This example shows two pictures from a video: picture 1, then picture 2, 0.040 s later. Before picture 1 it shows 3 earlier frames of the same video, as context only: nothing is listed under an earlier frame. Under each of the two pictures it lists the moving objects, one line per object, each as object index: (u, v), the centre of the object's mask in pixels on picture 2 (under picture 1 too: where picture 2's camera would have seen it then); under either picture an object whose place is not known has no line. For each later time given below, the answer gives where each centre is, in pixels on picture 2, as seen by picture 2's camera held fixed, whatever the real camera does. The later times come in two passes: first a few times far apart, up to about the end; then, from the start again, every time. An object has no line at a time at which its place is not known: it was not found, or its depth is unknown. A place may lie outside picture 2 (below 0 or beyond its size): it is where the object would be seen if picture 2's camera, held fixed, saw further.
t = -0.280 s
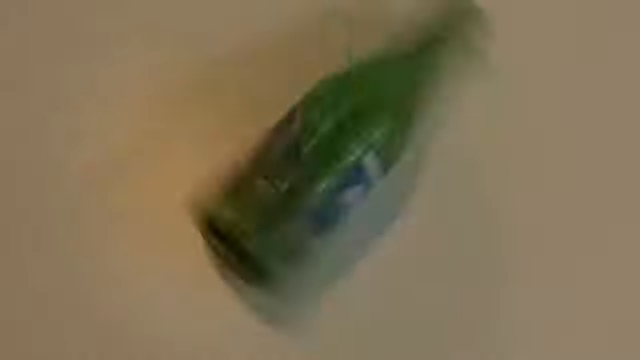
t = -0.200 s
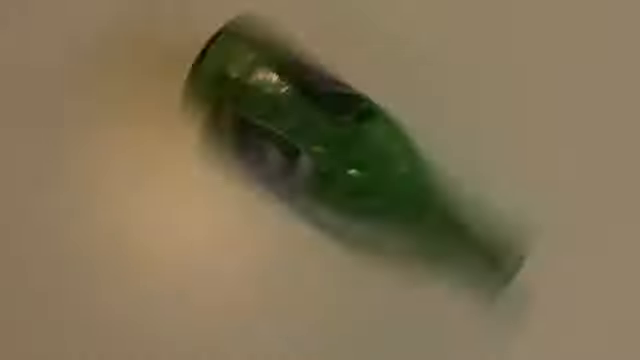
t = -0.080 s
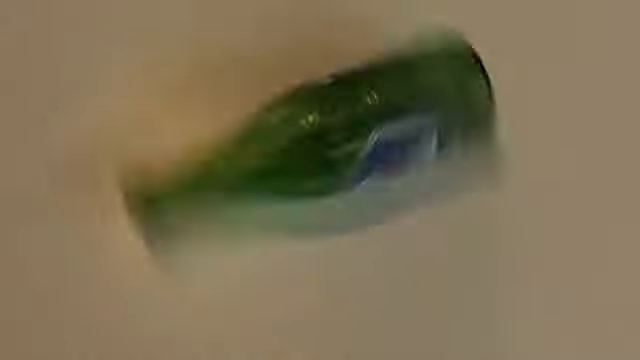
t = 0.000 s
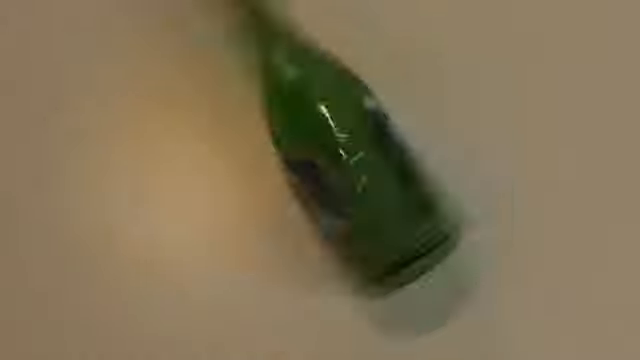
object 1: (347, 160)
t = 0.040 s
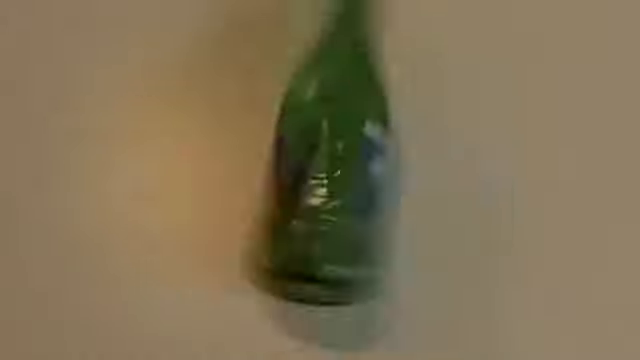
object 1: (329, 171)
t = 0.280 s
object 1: (325, 142)
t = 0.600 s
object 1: (323, 146)
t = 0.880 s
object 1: (351, 159)
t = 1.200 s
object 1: (343, 150)
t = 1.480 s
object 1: (366, 157)
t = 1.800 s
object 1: (325, 116)
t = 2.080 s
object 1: (334, 149)
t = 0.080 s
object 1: (322, 151)
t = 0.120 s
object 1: (324, 144)
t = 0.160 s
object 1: (327, 157)
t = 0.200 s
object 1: (325, 156)
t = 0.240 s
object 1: (321, 153)
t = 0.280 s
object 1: (325, 142)
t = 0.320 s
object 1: (325, 141)
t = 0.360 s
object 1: (326, 151)
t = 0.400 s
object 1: (337, 167)
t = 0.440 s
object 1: (324, 175)
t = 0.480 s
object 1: (308, 159)
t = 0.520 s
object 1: (316, 138)
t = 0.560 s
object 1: (314, 133)
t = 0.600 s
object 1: (323, 146)
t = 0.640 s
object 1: (327, 150)
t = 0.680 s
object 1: (320, 151)
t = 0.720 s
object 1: (323, 135)
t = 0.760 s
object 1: (331, 127)
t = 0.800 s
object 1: (329, 128)
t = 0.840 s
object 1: (341, 139)
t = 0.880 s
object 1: (351, 159)
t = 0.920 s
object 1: (338, 168)
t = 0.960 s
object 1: (319, 159)
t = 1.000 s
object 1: (320, 135)
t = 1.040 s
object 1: (325, 124)
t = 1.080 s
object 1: (329, 119)
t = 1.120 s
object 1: (335, 124)
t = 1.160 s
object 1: (345, 143)
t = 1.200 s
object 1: (343, 150)
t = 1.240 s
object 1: (336, 168)
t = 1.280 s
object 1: (330, 135)
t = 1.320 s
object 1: (337, 126)
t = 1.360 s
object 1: (349, 120)
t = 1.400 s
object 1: (342, 128)
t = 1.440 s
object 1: (351, 139)
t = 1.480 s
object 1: (366, 157)
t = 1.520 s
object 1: (362, 189)
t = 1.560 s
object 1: (343, 178)
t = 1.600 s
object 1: (324, 174)
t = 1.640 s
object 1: (312, 161)
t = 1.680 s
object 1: (314, 141)
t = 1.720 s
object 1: (322, 127)
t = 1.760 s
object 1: (324, 121)
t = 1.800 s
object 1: (325, 116)
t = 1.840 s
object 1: (332, 117)
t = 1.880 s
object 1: (346, 129)
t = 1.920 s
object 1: (354, 142)
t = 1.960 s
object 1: (352, 153)
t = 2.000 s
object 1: (351, 157)
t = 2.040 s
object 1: (340, 150)
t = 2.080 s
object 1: (334, 149)
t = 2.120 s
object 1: (328, 149)
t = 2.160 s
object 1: (328, 144)
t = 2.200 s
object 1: (336, 133)
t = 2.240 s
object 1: (349, 123)
